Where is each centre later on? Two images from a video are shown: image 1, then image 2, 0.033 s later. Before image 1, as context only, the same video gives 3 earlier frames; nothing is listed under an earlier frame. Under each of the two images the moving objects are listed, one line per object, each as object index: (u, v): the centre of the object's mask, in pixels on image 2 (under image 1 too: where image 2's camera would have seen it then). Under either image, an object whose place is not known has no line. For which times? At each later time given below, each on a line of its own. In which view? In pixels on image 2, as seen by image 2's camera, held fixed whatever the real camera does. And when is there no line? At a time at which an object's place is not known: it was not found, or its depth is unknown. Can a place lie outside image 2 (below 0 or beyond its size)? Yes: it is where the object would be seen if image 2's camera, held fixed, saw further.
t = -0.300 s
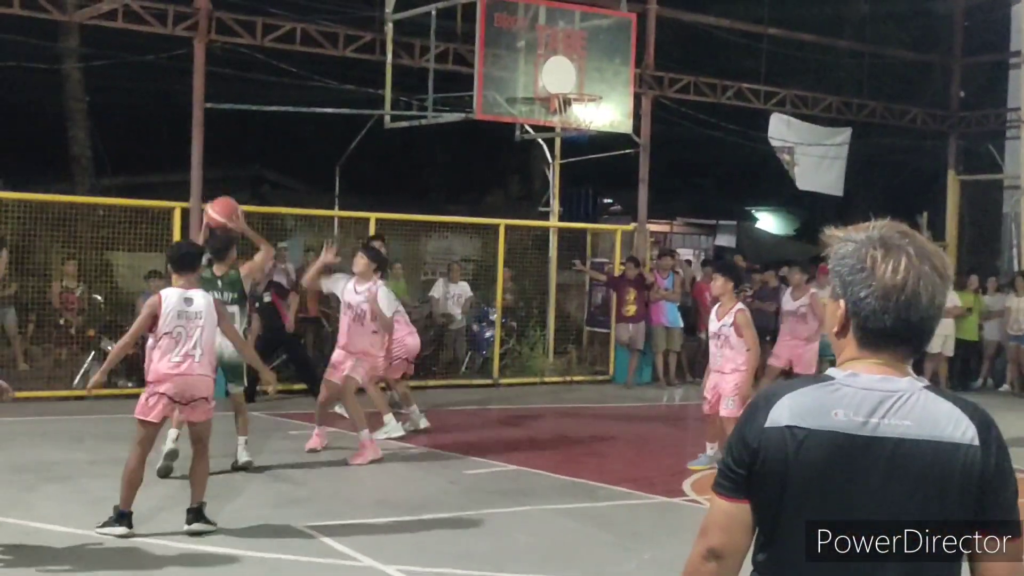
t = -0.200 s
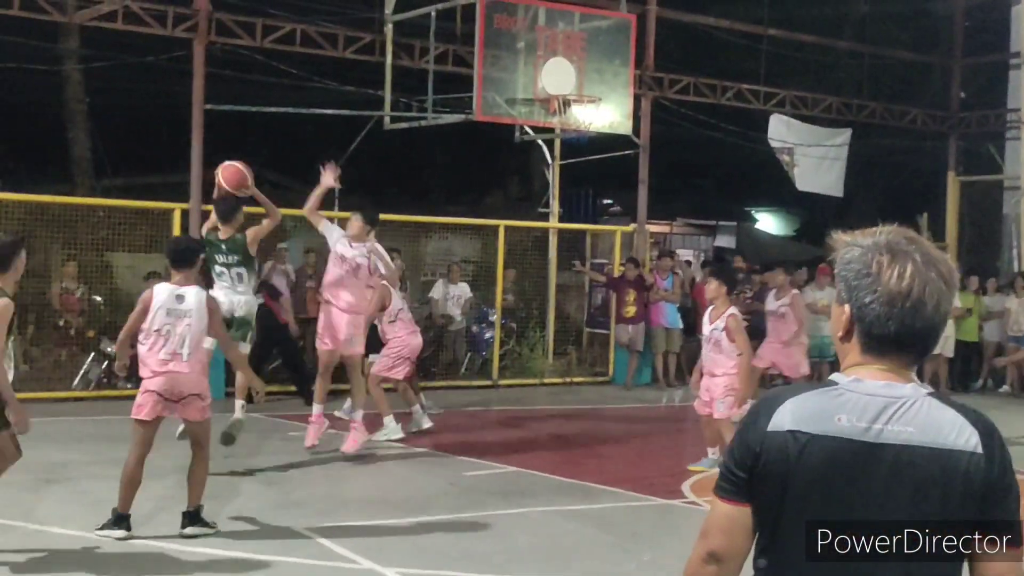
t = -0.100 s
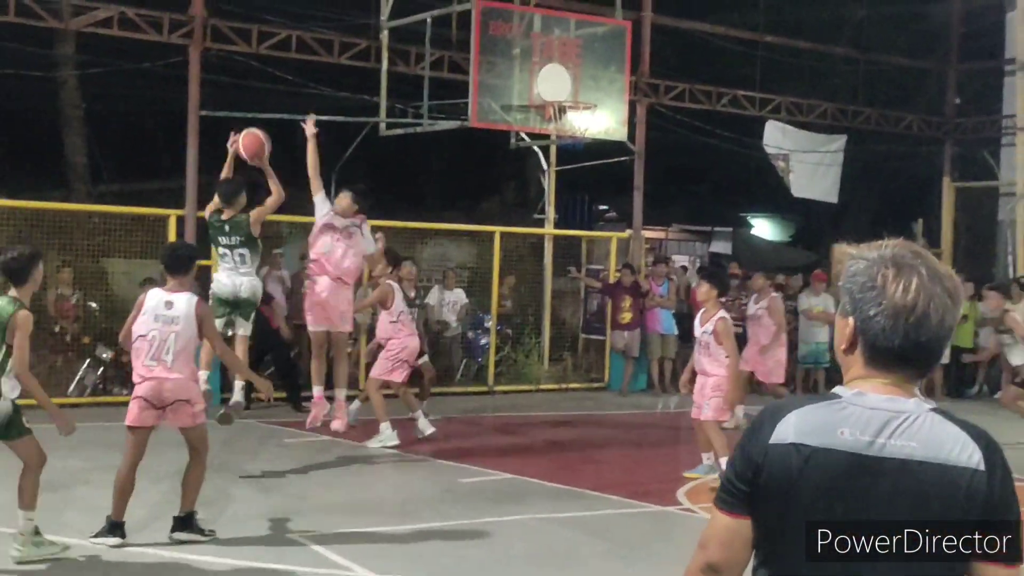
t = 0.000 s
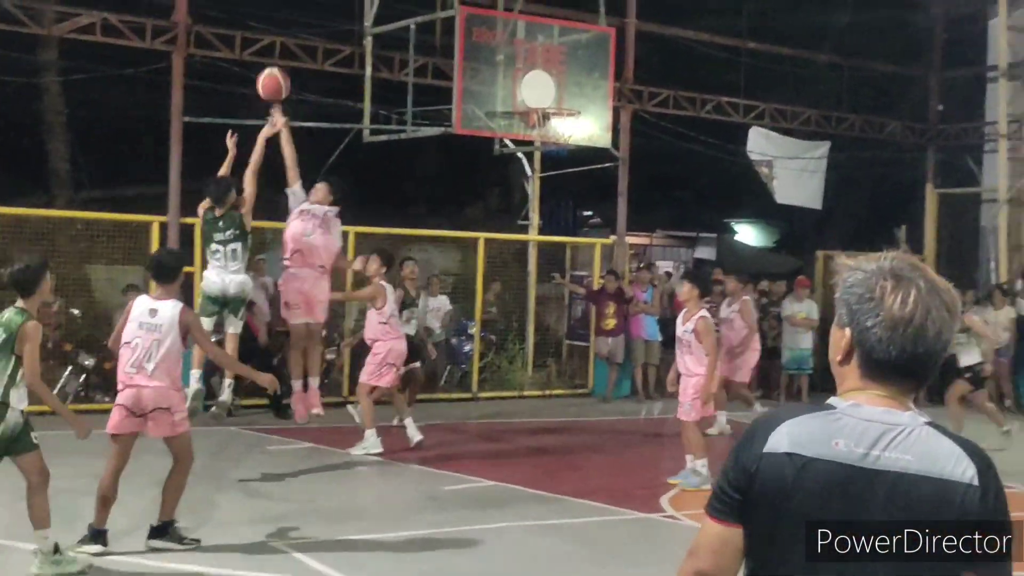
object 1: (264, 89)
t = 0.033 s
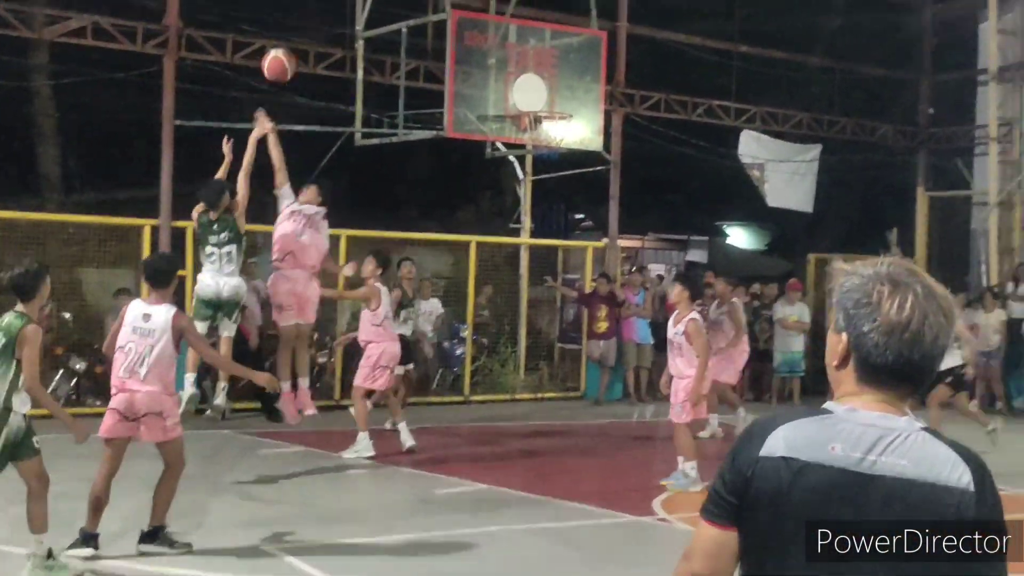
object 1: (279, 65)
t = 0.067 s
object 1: (293, 44)
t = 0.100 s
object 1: (306, 25)
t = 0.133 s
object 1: (319, 8)
